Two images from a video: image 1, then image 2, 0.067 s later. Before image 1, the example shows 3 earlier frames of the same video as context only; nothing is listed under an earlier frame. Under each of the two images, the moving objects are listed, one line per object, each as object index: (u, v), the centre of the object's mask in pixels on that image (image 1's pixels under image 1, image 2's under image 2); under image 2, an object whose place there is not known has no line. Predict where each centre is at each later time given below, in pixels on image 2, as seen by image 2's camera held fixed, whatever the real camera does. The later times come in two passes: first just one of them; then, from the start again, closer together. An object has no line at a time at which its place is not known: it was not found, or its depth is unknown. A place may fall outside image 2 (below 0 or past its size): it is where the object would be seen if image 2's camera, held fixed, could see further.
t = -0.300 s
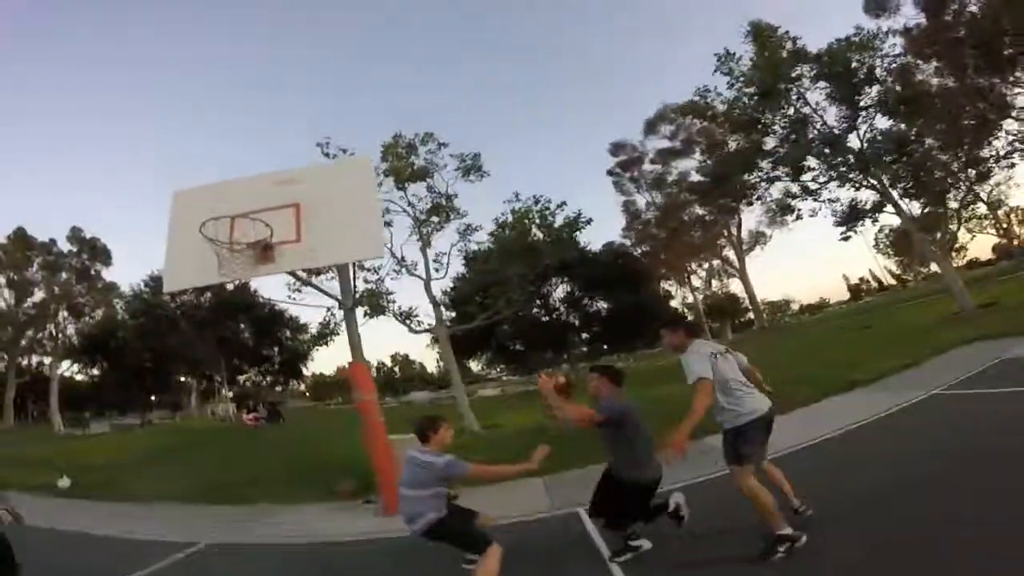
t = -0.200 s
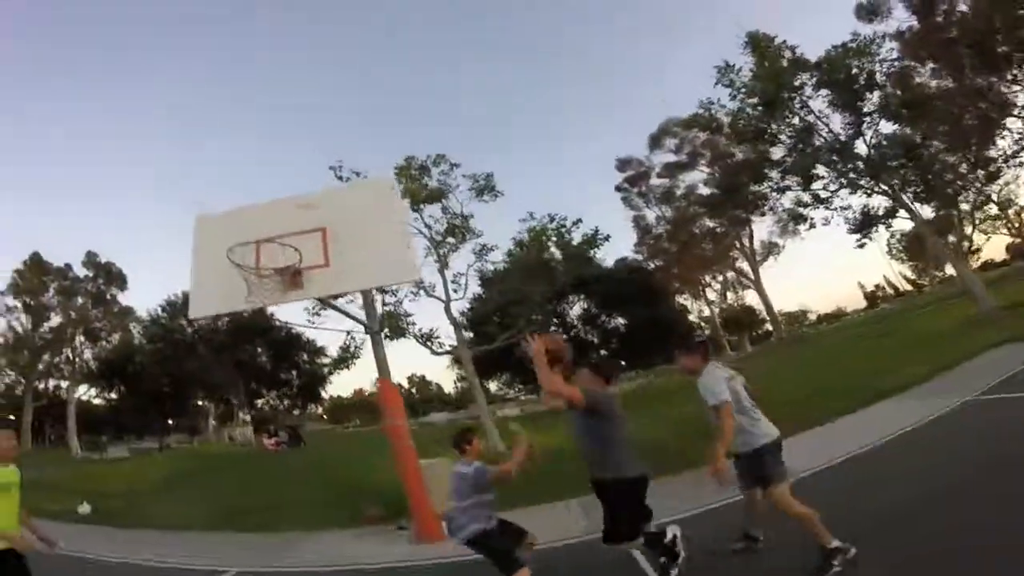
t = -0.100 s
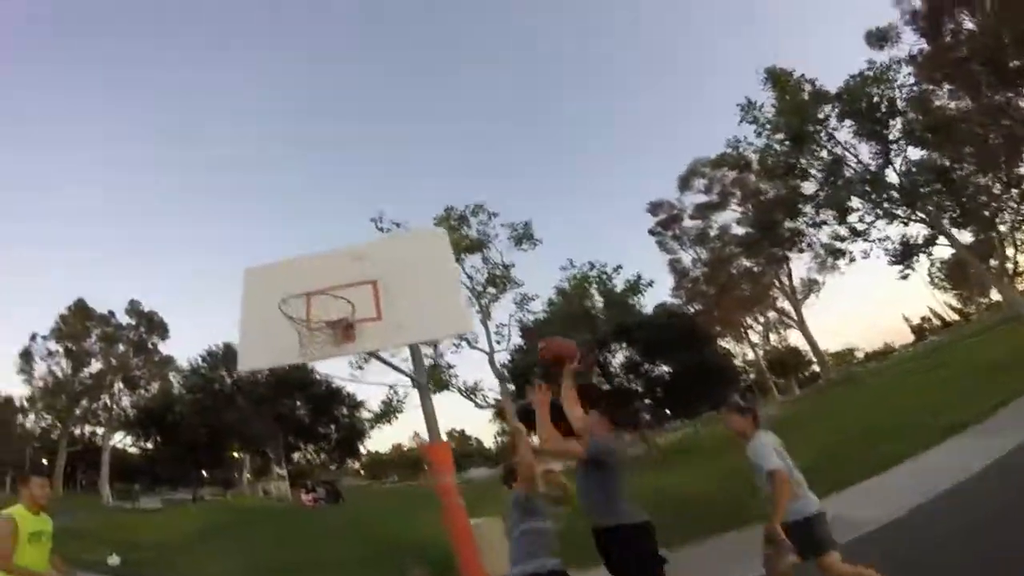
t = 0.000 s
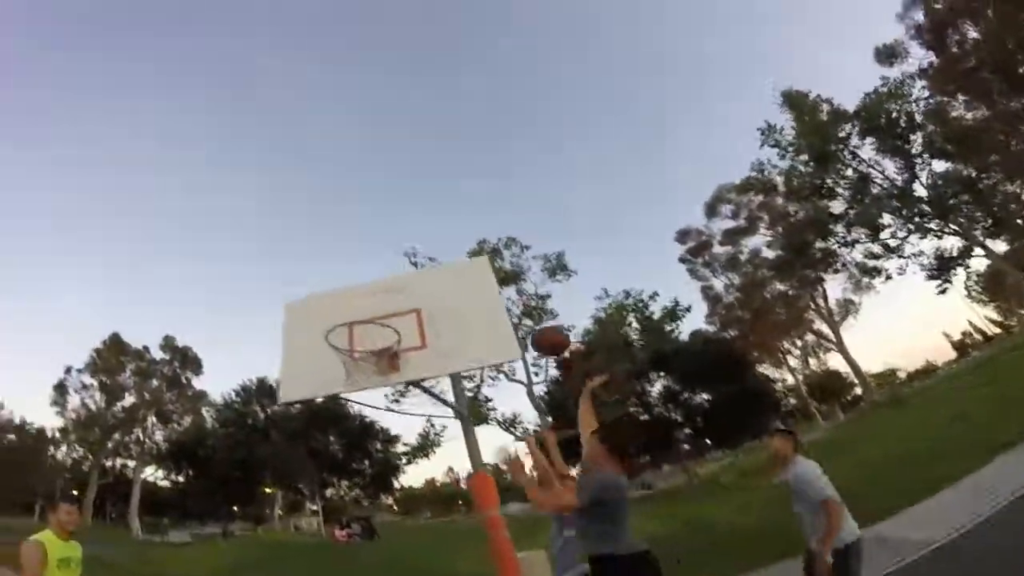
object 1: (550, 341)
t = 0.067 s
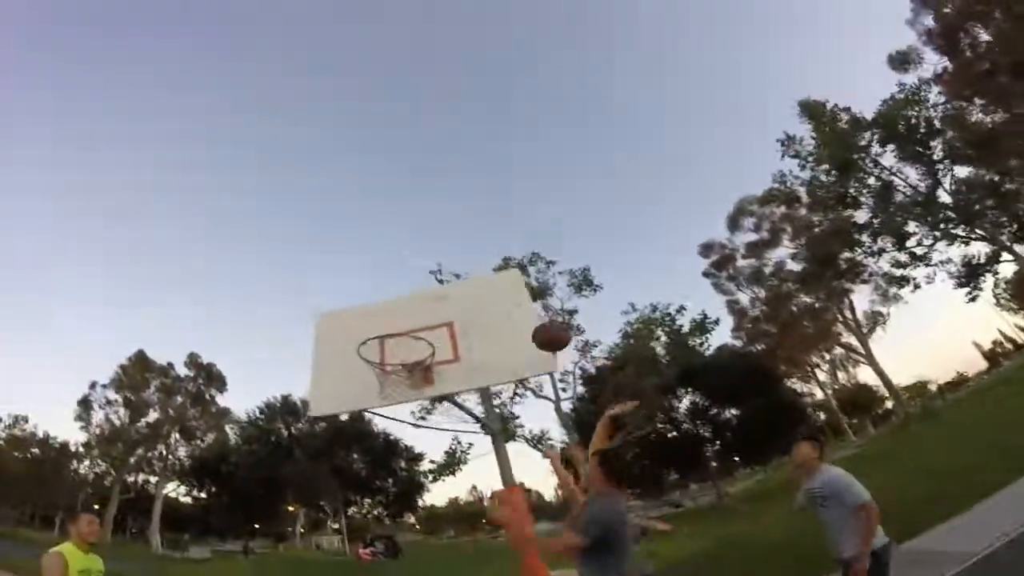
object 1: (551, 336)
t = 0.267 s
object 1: (496, 312)
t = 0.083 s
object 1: (546, 333)
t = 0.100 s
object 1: (541, 329)
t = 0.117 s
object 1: (537, 326)
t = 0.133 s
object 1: (531, 323)
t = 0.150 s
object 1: (527, 320)
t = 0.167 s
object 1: (522, 316)
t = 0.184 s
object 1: (517, 314)
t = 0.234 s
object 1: (505, 315)
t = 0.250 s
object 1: (501, 313)
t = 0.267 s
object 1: (496, 312)
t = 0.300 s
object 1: (487, 311)
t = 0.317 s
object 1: (482, 310)
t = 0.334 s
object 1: (478, 310)
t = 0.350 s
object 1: (473, 310)
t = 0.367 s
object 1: (470, 309)
